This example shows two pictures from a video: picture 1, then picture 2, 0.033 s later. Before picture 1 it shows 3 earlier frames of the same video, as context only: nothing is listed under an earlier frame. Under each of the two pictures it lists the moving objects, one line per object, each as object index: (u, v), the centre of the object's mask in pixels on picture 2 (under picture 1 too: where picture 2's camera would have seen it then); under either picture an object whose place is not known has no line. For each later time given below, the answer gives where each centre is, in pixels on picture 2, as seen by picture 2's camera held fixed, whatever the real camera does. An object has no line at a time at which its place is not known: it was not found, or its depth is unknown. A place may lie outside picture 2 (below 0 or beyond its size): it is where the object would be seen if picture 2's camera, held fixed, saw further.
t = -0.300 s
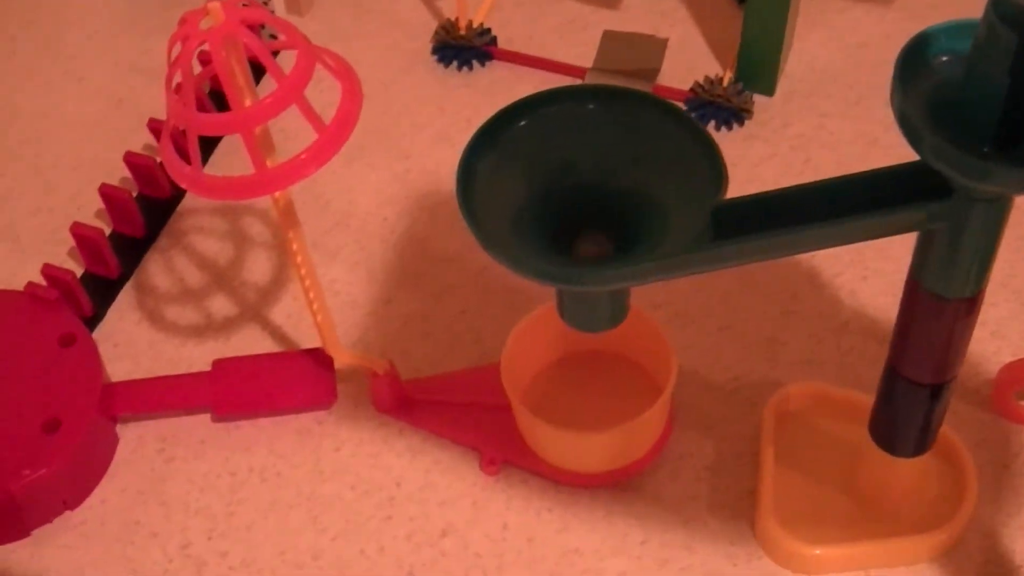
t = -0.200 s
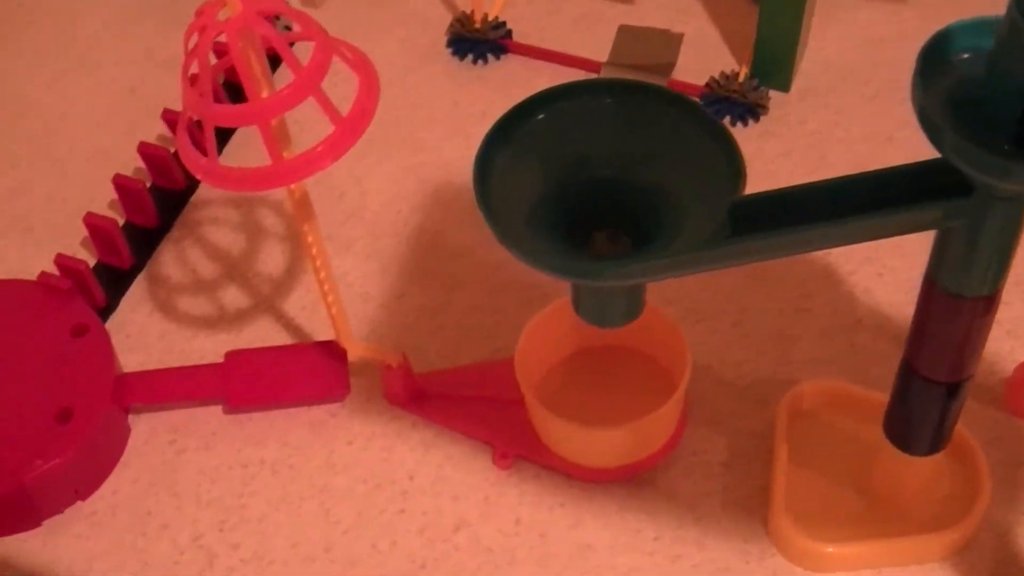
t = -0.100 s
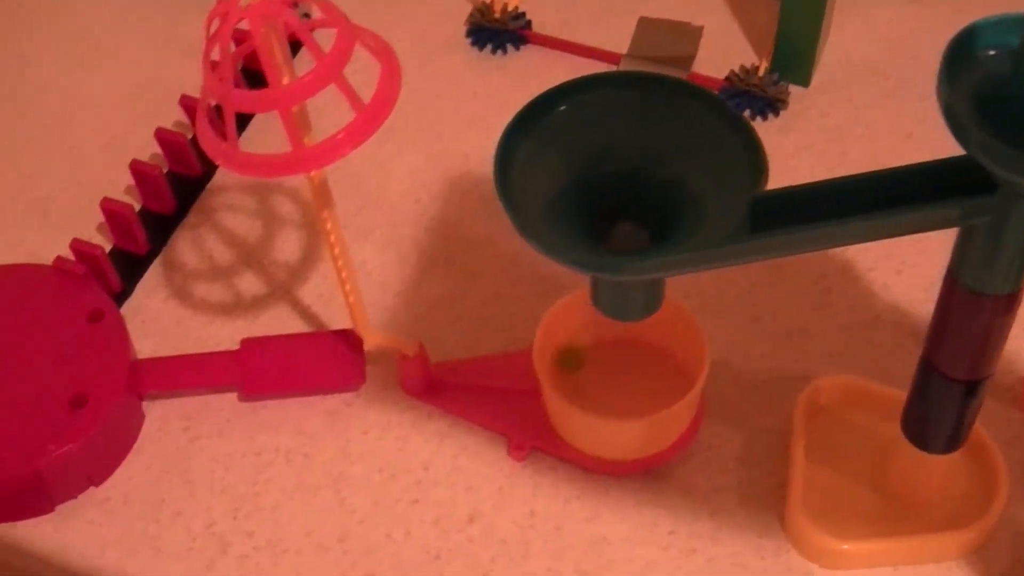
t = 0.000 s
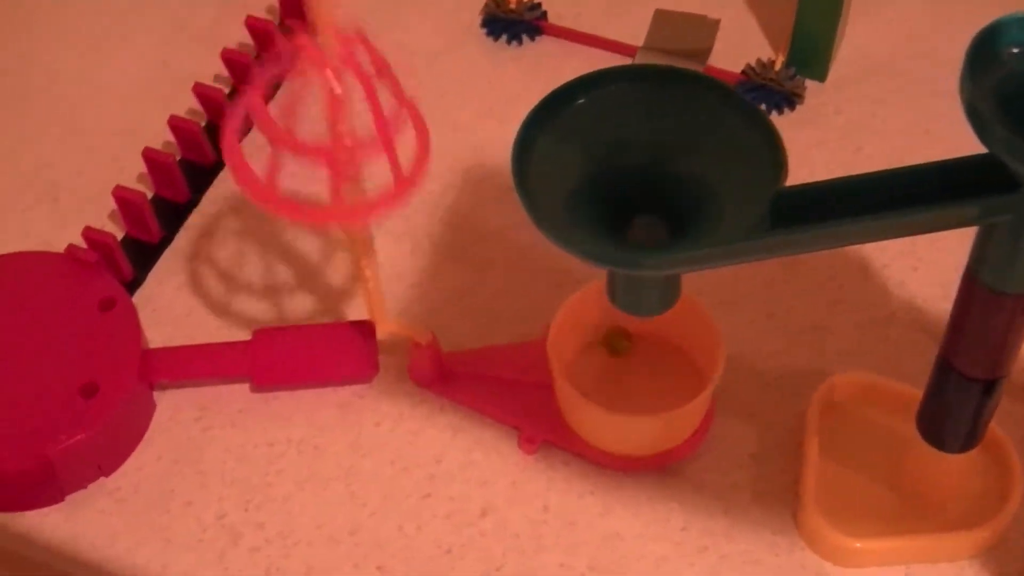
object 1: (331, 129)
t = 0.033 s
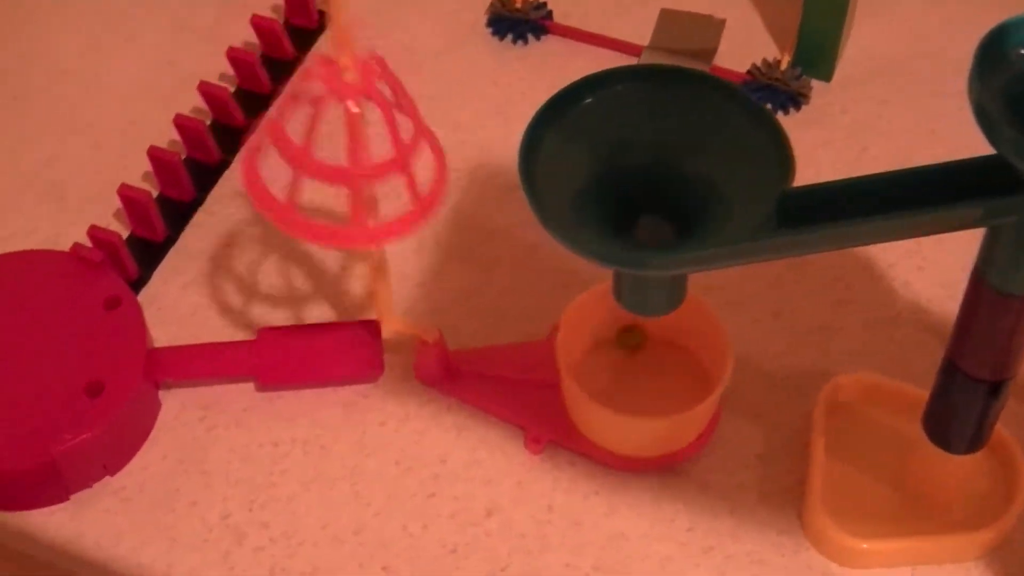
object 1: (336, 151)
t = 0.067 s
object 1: (360, 172)
